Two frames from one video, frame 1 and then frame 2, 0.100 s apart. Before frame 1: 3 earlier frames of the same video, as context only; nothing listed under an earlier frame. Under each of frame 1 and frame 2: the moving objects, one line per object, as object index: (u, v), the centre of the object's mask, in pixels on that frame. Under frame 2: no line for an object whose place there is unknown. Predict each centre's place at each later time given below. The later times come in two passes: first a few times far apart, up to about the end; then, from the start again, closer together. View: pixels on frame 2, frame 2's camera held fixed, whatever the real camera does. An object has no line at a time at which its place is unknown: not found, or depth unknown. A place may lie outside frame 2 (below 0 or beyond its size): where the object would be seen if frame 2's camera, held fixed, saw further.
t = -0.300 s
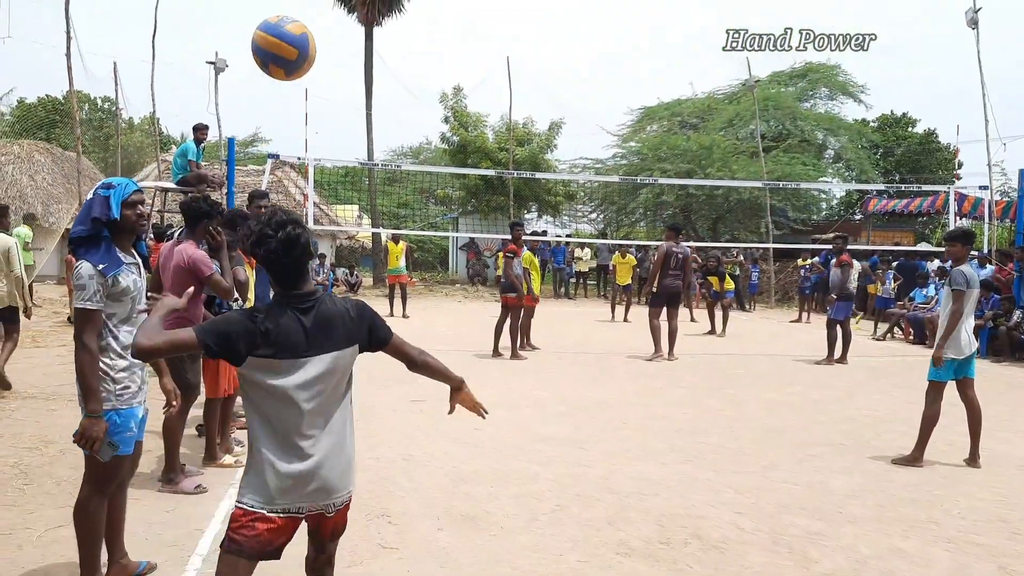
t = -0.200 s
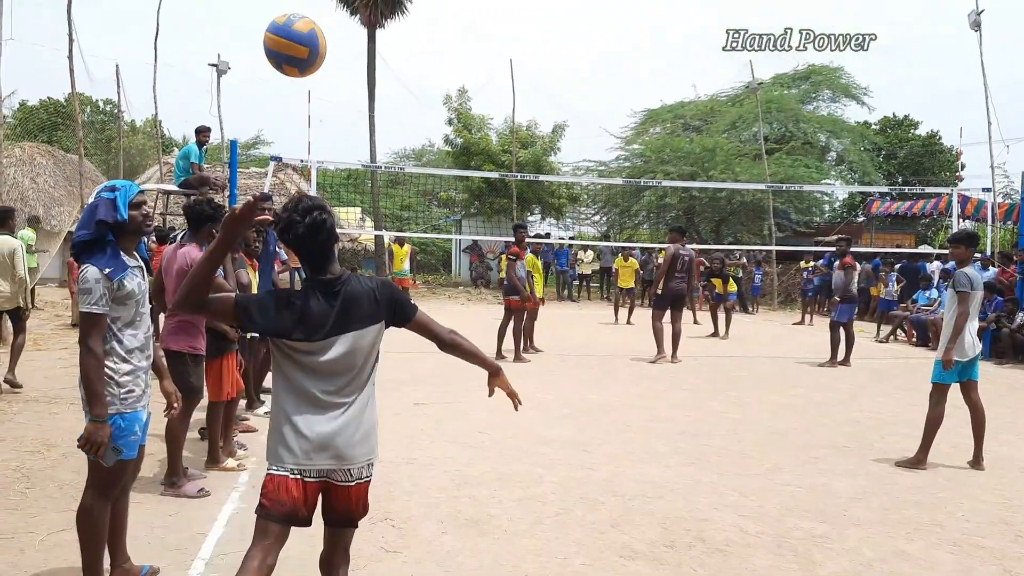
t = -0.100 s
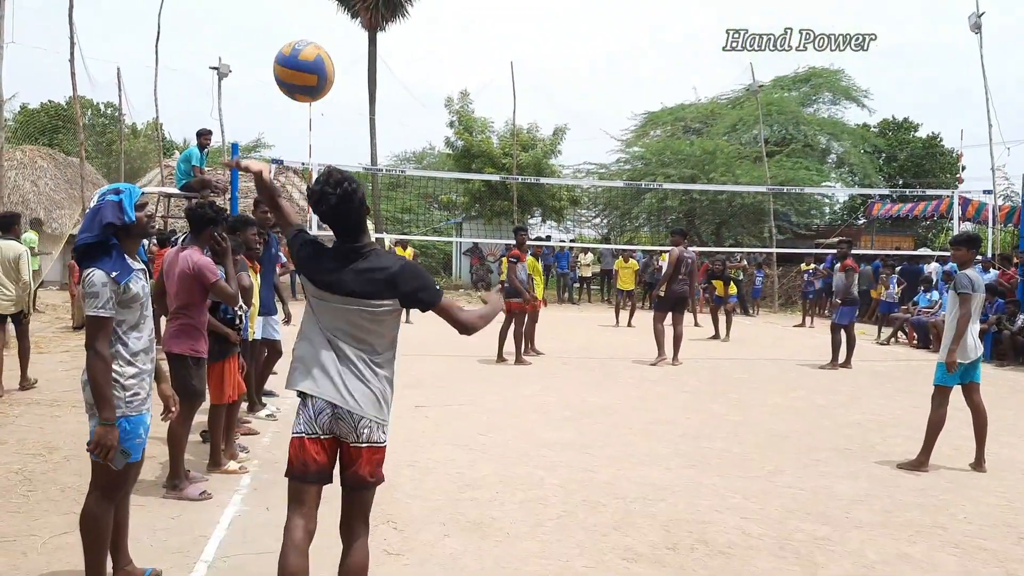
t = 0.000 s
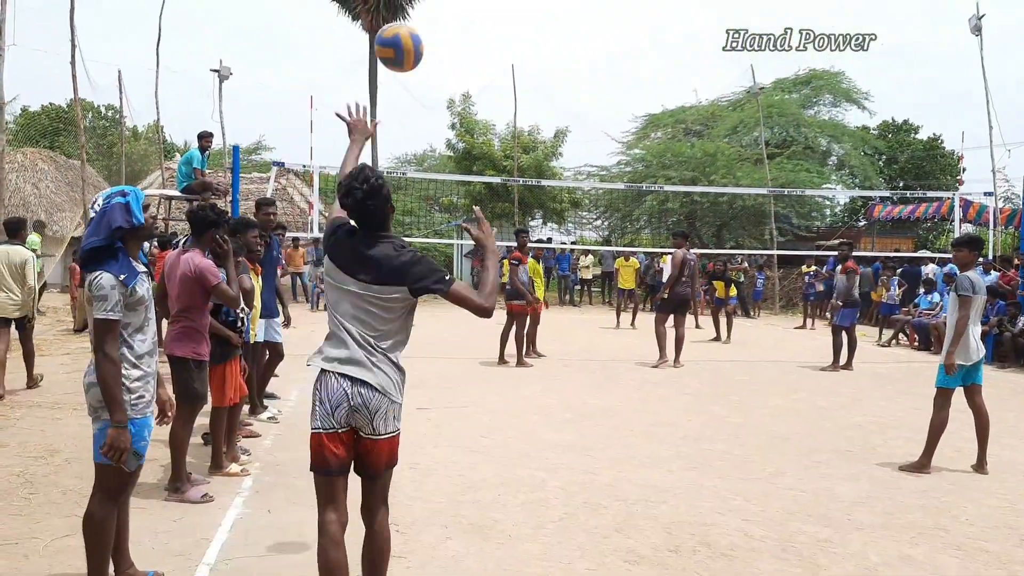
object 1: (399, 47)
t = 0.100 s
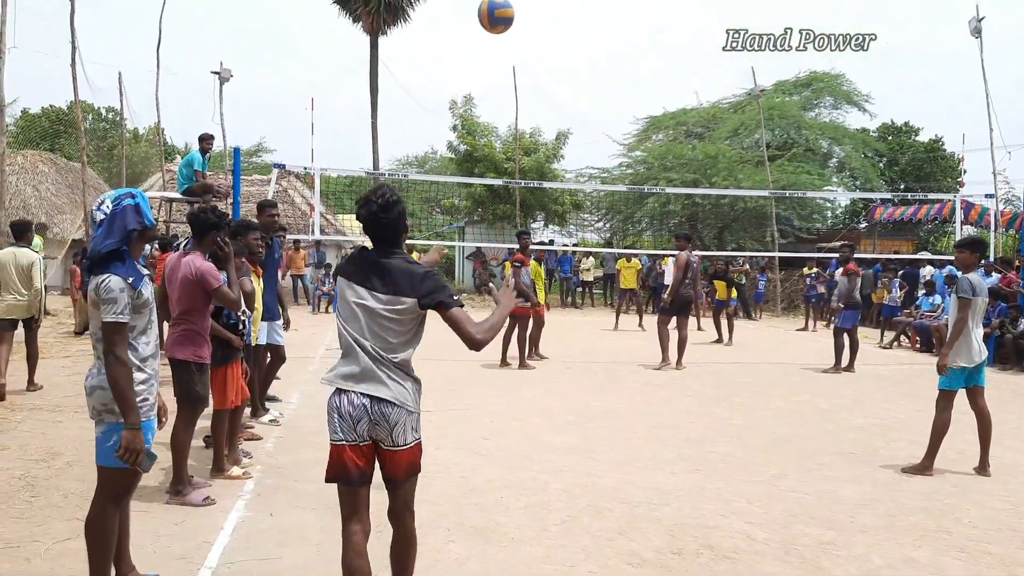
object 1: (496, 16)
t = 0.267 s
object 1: (586, 10)
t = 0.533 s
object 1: (658, 60)
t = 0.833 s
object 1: (695, 144)
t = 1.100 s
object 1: (710, 234)
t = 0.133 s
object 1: (519, 12)
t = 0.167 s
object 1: (540, 10)
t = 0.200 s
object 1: (557, 9)
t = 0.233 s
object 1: (573, 10)
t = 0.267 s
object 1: (586, 10)
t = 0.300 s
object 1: (599, 15)
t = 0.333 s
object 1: (610, 19)
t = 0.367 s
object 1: (620, 24)
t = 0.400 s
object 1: (629, 30)
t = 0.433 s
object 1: (637, 37)
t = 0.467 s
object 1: (645, 44)
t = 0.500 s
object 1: (652, 51)
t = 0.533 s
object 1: (658, 60)
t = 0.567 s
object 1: (664, 68)
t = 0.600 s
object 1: (669, 76)
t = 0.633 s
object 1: (674, 85)
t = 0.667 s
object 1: (678, 95)
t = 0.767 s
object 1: (689, 123)
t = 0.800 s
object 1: (693, 134)
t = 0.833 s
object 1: (695, 144)
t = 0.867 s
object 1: (697, 155)
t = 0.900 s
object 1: (699, 166)
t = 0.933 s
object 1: (700, 177)
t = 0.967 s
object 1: (703, 185)
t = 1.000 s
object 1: (705, 198)
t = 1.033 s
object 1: (706, 210)
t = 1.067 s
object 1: (709, 221)
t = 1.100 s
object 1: (710, 234)
